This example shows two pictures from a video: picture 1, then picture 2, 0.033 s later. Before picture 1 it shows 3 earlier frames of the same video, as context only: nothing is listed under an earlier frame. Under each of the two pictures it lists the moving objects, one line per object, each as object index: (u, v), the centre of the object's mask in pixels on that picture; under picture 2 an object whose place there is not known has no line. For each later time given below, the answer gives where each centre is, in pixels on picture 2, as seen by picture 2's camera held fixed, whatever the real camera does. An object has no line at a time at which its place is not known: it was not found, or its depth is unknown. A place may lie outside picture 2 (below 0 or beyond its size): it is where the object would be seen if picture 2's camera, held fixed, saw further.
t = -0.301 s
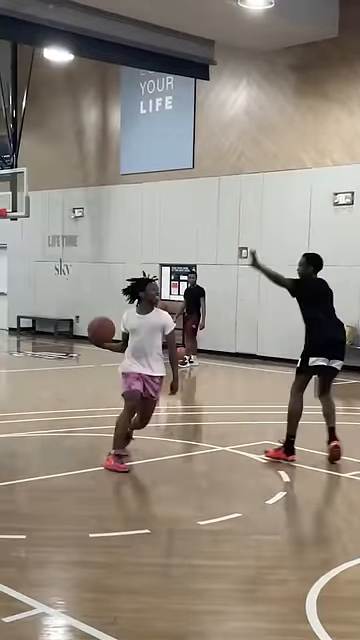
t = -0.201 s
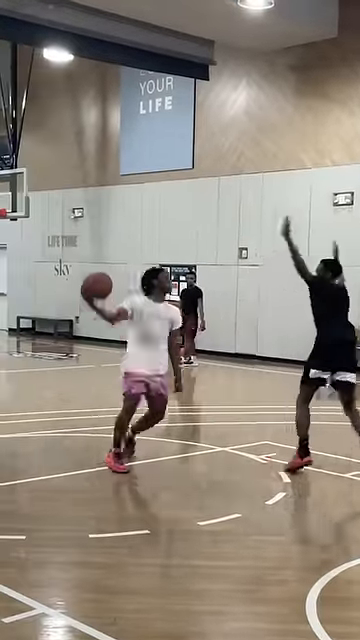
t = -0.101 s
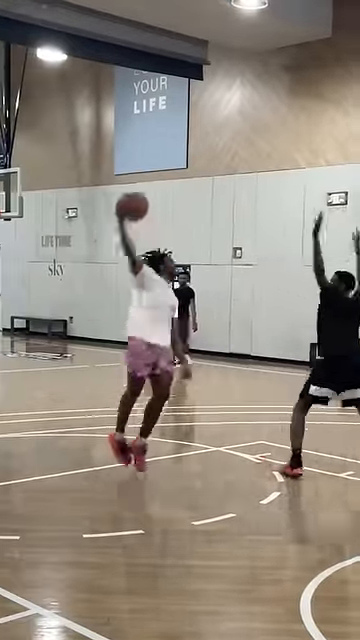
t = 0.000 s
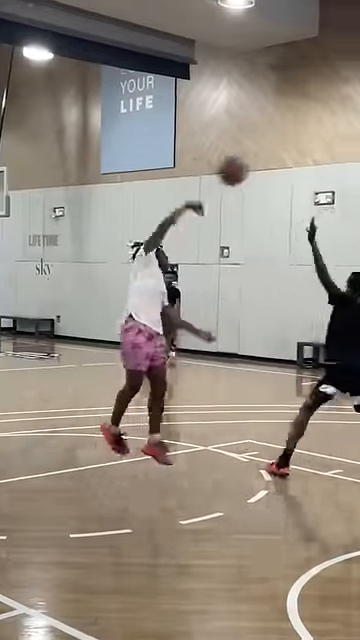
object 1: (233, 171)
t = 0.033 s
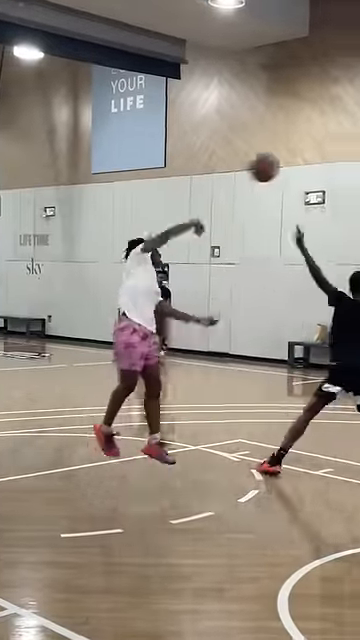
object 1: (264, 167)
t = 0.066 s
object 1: (303, 165)
